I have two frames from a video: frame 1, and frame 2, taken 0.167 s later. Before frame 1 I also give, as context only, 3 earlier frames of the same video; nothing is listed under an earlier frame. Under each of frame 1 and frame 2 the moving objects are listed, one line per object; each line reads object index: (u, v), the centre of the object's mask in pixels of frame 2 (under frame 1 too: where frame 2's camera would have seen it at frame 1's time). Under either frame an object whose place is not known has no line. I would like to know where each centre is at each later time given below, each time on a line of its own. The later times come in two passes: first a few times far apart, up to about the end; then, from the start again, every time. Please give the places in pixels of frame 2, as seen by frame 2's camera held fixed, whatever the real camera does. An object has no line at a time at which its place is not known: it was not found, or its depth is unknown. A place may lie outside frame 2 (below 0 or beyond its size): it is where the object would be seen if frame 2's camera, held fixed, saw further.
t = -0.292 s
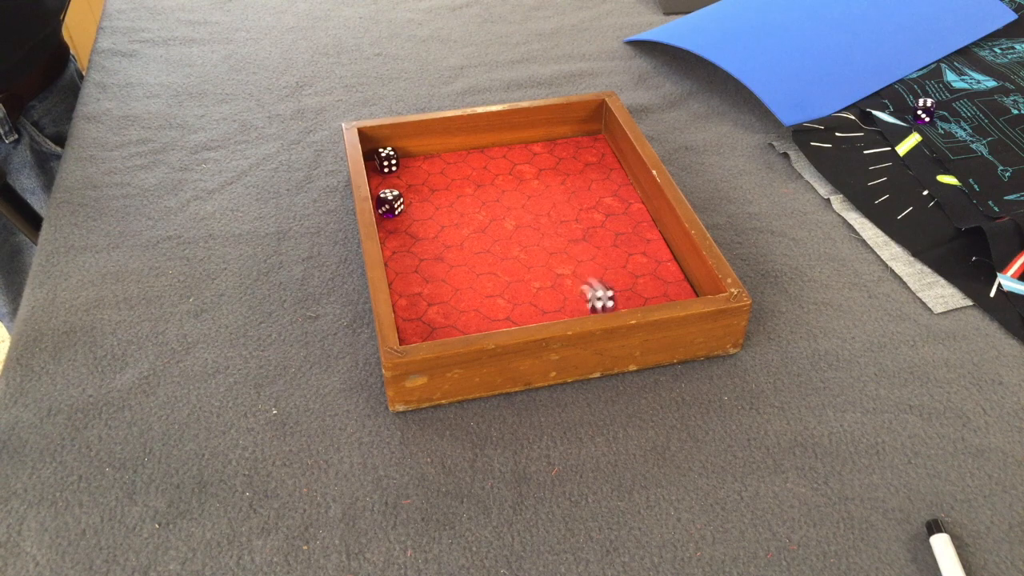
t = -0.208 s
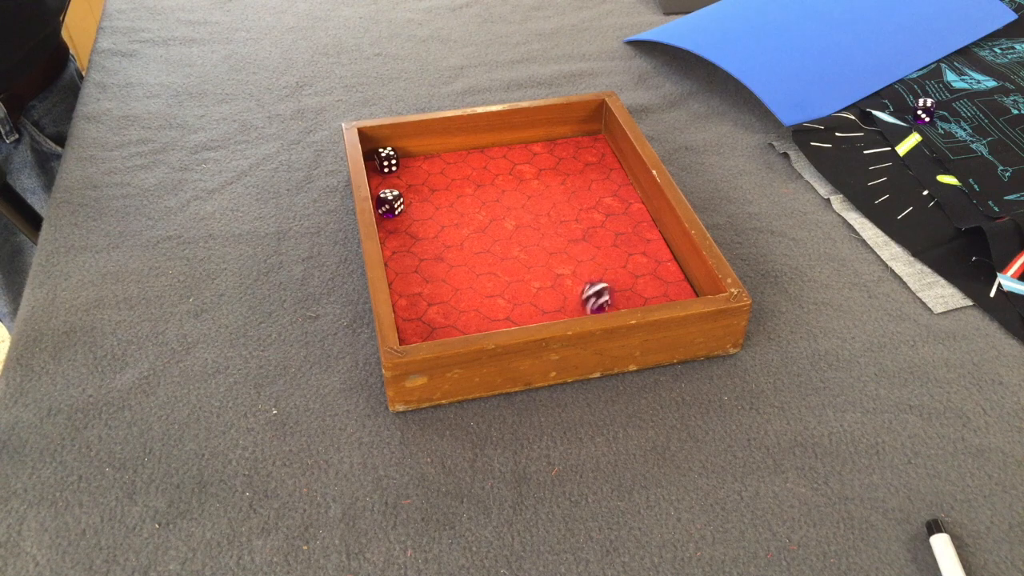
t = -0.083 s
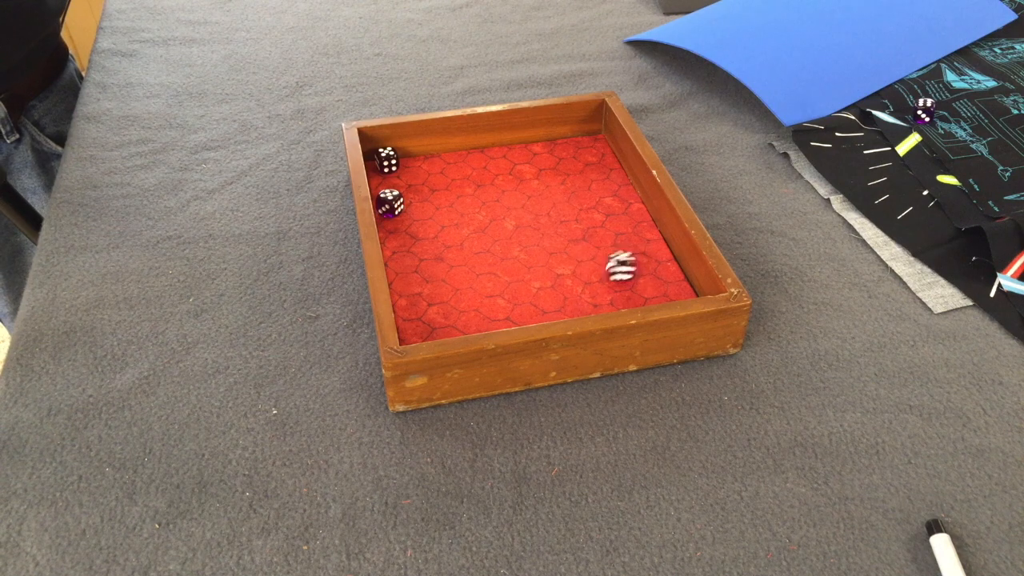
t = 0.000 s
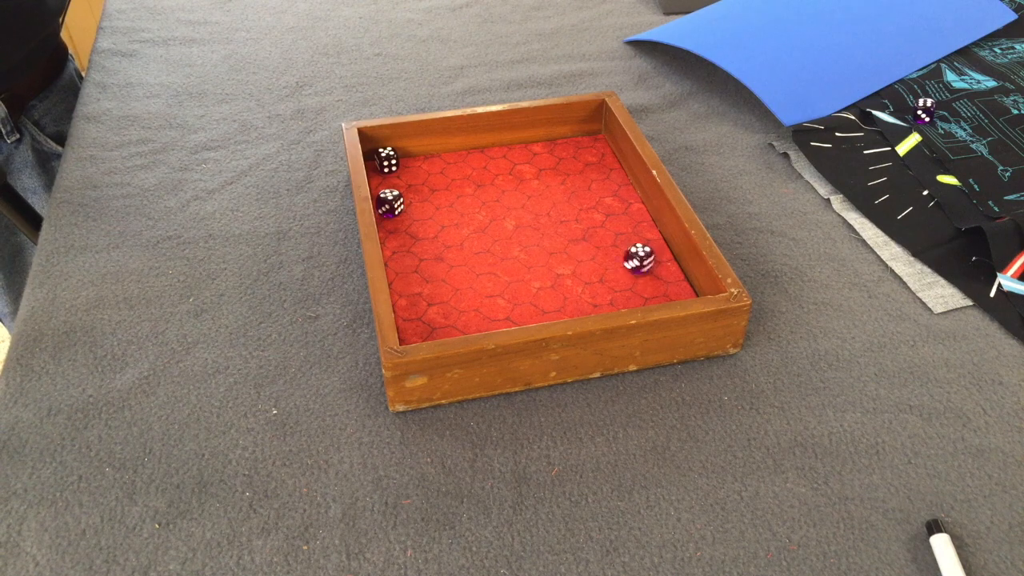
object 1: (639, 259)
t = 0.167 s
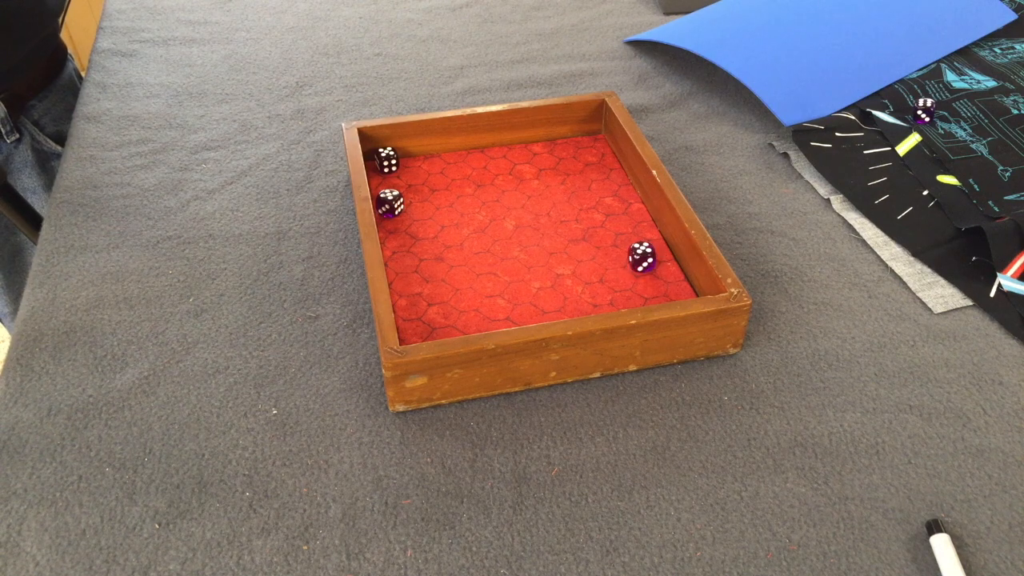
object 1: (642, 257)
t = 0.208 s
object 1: (642, 257)
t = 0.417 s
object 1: (642, 257)
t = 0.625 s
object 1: (642, 257)
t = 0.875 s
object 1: (641, 257)
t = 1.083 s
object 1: (630, 283)
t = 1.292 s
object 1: (630, 283)
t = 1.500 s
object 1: (630, 284)
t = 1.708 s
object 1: (630, 283)
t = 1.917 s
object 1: (630, 283)
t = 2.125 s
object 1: (630, 283)
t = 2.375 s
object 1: (630, 283)
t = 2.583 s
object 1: (630, 283)
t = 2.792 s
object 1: (630, 283)
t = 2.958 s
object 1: (630, 283)
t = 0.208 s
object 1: (642, 257)
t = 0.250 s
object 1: (642, 257)
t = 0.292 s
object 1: (642, 257)
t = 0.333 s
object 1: (642, 257)
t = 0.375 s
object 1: (642, 257)
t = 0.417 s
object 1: (642, 257)
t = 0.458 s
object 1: (642, 257)
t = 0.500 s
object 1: (642, 257)
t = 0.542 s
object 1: (642, 257)
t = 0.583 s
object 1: (642, 257)
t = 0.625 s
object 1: (642, 257)
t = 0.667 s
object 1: (642, 257)
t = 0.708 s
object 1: (642, 257)
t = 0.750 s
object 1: (642, 257)
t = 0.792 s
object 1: (641, 257)
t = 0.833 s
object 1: (642, 257)
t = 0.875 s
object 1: (641, 257)
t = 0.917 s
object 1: (640, 261)
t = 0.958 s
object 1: (635, 272)
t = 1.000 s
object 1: (632, 280)
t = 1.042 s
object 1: (630, 283)
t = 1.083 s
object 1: (630, 283)
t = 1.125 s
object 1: (630, 283)
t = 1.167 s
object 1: (630, 283)
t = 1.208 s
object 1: (630, 283)
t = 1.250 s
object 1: (630, 283)
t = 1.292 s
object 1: (630, 283)
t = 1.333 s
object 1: (630, 284)
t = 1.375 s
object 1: (630, 283)
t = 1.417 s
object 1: (630, 284)
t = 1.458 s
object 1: (630, 283)
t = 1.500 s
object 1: (630, 284)
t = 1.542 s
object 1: (630, 283)
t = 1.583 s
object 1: (630, 283)
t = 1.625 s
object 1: (630, 283)
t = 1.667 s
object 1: (630, 283)
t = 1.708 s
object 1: (630, 283)
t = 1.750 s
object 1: (630, 283)
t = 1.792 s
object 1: (630, 283)
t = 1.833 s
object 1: (630, 283)
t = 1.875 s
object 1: (630, 283)
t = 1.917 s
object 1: (630, 283)
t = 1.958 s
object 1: (630, 283)
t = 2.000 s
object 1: (630, 283)
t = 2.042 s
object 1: (630, 283)
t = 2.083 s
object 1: (630, 283)
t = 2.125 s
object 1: (630, 283)
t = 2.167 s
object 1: (630, 283)
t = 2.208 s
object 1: (630, 283)
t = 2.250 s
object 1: (630, 283)
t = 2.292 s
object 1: (630, 283)
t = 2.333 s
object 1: (630, 283)
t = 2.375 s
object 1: (630, 283)
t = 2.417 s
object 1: (630, 283)
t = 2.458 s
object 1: (630, 283)
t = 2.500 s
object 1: (630, 283)
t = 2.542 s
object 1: (630, 283)
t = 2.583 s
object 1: (630, 283)
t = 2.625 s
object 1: (630, 283)
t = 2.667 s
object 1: (630, 283)
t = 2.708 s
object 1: (630, 283)
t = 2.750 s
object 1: (630, 283)
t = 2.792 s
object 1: (630, 283)
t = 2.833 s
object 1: (630, 283)
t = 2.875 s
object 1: (630, 283)
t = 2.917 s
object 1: (630, 283)
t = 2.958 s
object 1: (630, 283)
